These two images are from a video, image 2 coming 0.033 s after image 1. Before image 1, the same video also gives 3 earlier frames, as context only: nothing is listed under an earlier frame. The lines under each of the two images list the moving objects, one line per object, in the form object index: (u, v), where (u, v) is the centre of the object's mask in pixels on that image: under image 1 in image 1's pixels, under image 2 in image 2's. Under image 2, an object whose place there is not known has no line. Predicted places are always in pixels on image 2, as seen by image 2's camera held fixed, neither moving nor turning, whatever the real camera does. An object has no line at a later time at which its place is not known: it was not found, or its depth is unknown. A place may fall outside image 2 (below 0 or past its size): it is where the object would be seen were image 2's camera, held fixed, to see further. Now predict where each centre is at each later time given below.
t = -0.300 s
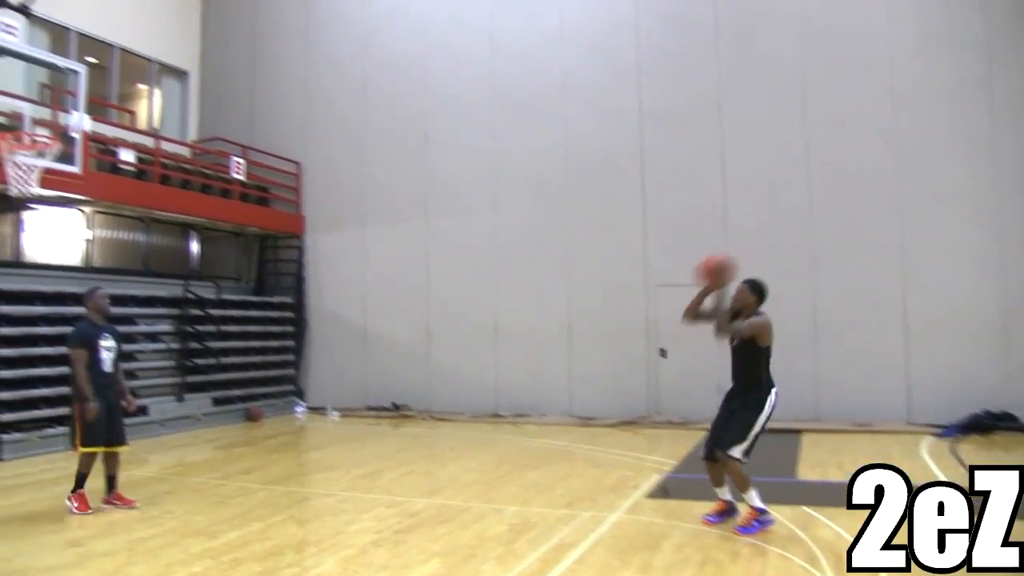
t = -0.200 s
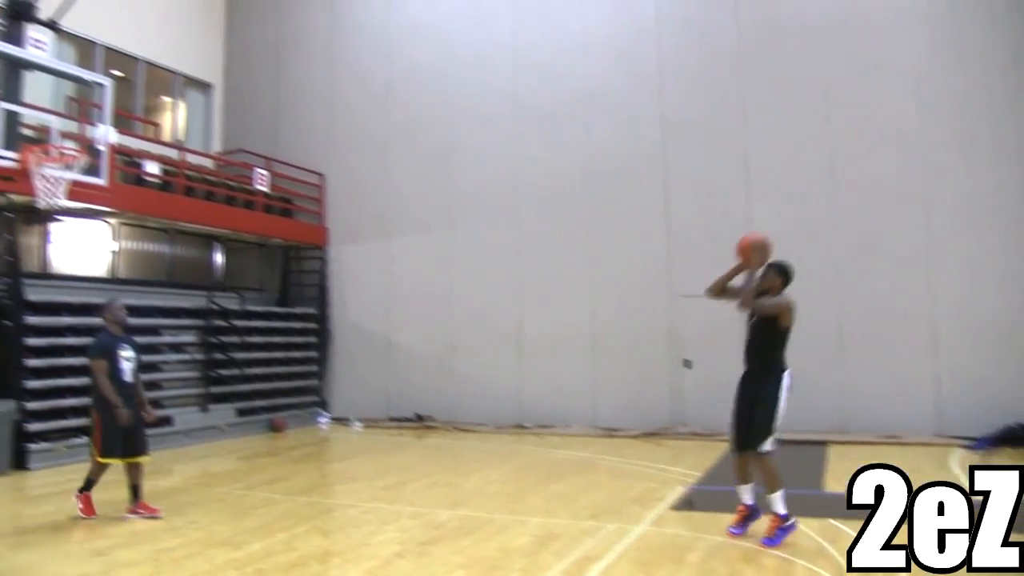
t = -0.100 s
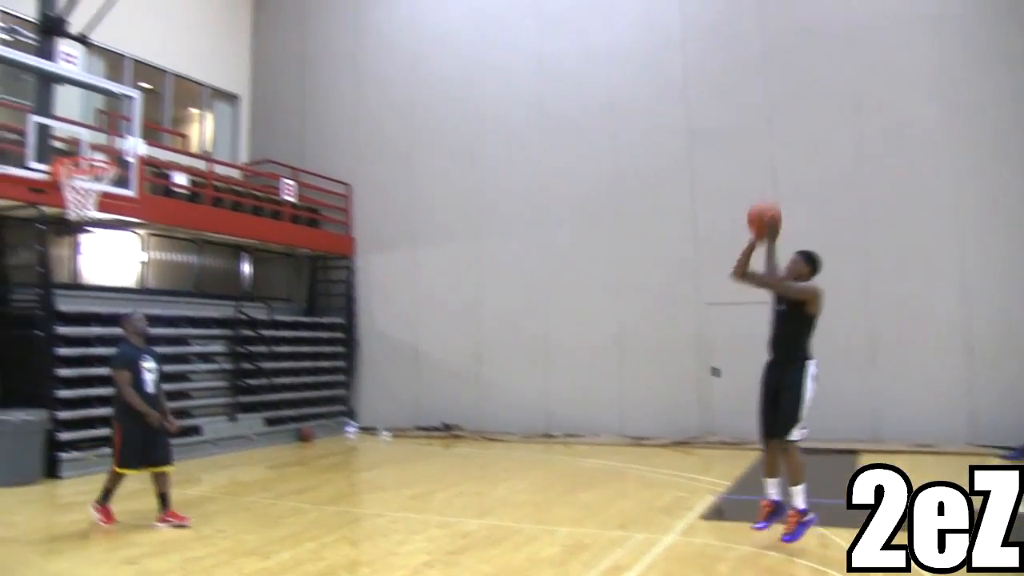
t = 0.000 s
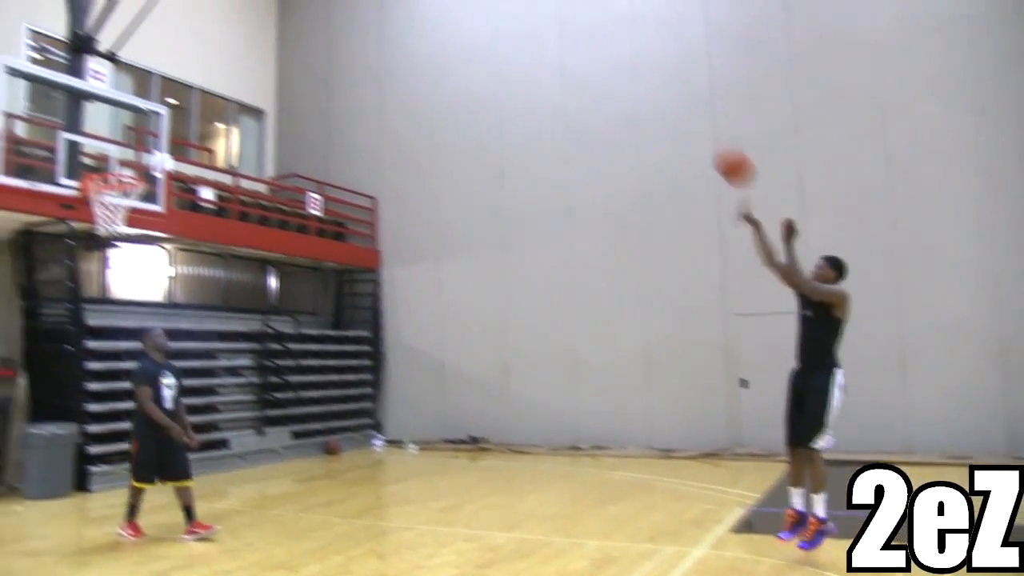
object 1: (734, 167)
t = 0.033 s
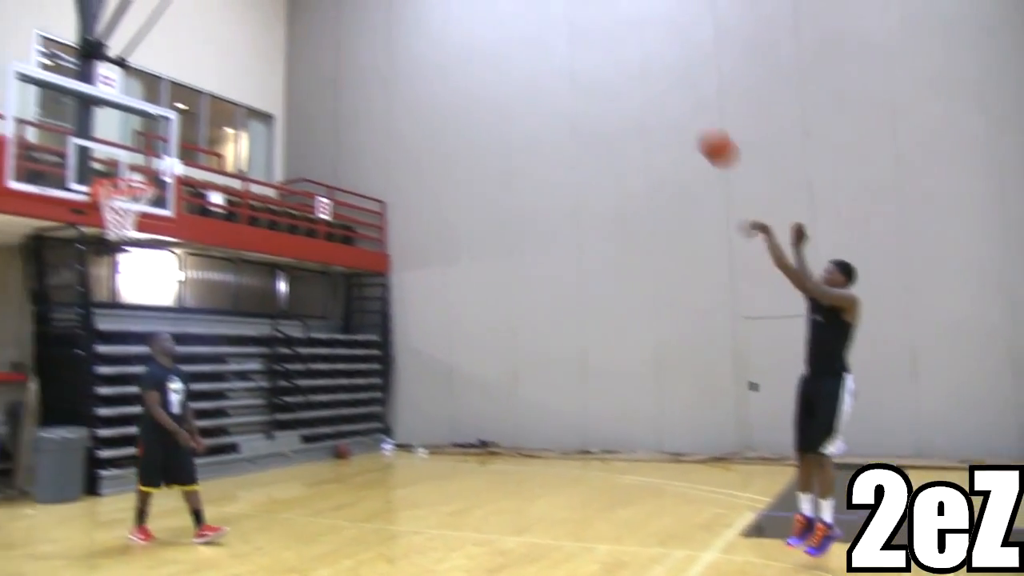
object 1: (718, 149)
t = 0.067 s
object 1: (690, 128)
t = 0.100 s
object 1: (665, 110)
